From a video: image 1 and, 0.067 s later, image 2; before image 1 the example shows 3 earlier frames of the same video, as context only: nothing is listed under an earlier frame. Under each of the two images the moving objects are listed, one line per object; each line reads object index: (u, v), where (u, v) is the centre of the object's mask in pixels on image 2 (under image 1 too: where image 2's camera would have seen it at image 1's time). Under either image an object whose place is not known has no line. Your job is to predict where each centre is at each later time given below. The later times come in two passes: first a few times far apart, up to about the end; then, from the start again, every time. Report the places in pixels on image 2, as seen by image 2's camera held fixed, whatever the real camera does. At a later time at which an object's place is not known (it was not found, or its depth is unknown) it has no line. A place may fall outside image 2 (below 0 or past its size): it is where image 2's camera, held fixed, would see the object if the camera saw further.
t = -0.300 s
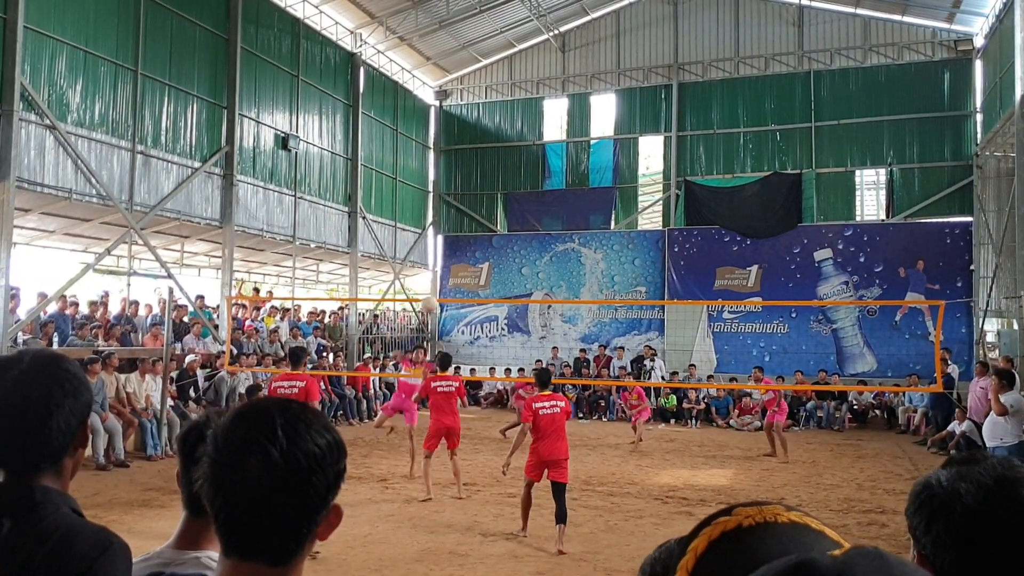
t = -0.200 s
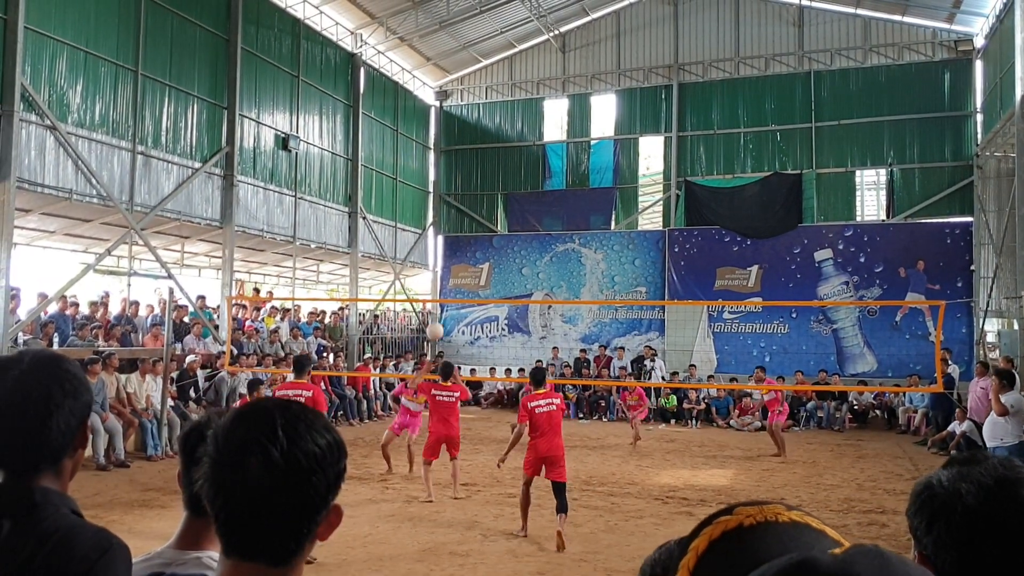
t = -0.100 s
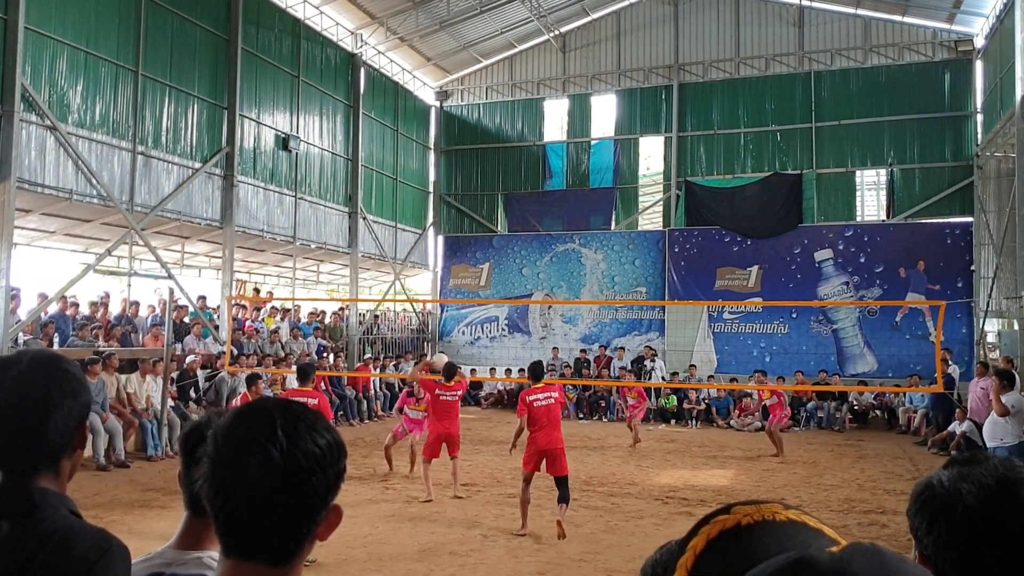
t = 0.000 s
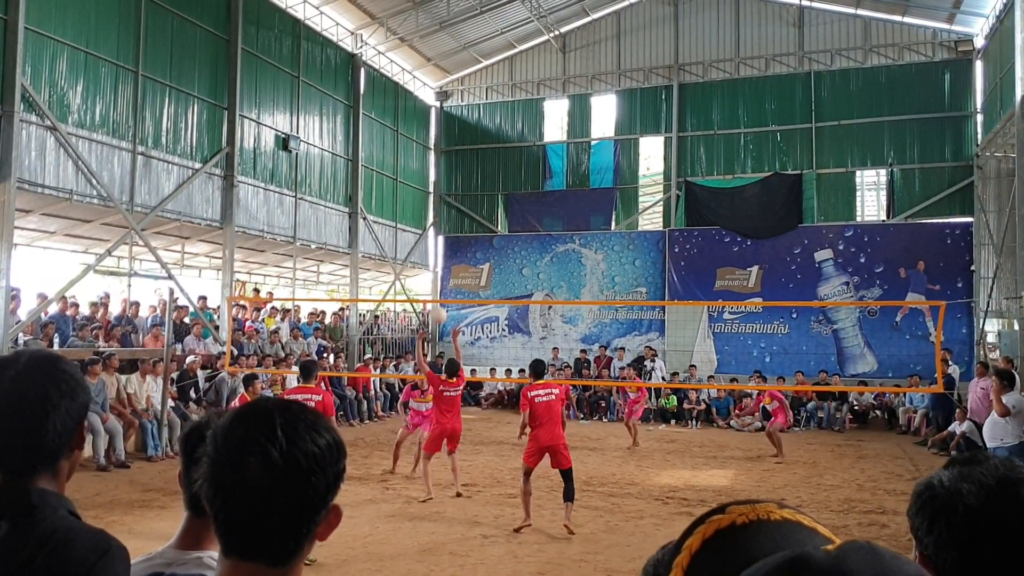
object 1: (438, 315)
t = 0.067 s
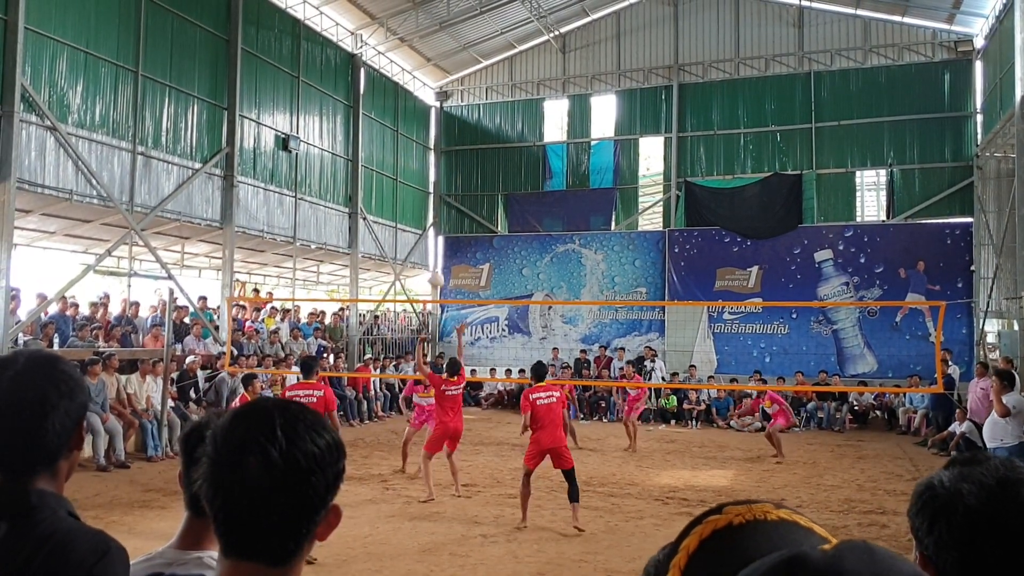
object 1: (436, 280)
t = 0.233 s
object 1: (428, 206)
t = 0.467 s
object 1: (418, 139)
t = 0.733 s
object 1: (406, 115)
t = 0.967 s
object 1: (394, 140)
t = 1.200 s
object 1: (382, 210)
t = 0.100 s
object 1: (434, 264)
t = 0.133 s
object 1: (432, 248)
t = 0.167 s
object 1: (432, 232)
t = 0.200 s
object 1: (430, 219)
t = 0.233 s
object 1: (428, 206)
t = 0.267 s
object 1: (427, 194)
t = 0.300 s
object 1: (425, 183)
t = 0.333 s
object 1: (424, 172)
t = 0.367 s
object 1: (422, 162)
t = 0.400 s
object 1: (421, 154)
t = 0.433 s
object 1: (420, 146)
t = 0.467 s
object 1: (418, 139)
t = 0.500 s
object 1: (417, 133)
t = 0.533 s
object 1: (415, 128)
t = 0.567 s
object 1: (413, 124)
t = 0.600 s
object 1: (412, 120)
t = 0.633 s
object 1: (410, 117)
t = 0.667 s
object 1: (409, 116)
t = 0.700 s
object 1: (407, 115)
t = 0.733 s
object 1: (406, 115)
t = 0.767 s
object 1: (404, 116)
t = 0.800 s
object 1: (402, 118)
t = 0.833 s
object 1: (401, 120)
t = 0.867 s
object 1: (399, 124)
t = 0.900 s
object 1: (398, 129)
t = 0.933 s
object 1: (396, 134)
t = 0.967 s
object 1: (394, 140)
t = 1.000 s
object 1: (392, 148)
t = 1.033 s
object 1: (391, 156)
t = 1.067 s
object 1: (389, 164)
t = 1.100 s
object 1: (387, 174)
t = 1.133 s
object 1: (386, 185)
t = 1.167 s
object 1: (384, 197)
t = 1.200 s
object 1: (382, 210)
